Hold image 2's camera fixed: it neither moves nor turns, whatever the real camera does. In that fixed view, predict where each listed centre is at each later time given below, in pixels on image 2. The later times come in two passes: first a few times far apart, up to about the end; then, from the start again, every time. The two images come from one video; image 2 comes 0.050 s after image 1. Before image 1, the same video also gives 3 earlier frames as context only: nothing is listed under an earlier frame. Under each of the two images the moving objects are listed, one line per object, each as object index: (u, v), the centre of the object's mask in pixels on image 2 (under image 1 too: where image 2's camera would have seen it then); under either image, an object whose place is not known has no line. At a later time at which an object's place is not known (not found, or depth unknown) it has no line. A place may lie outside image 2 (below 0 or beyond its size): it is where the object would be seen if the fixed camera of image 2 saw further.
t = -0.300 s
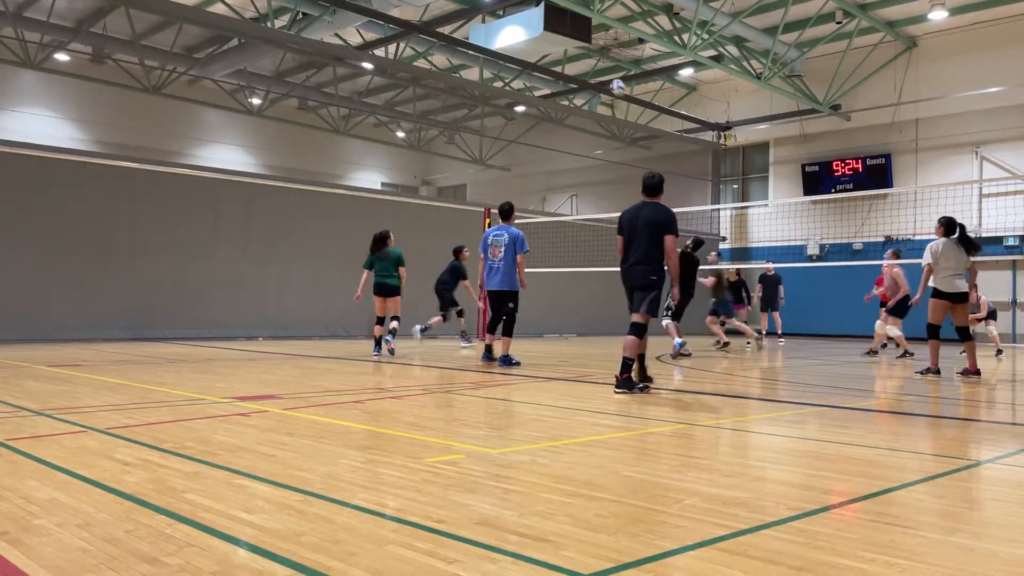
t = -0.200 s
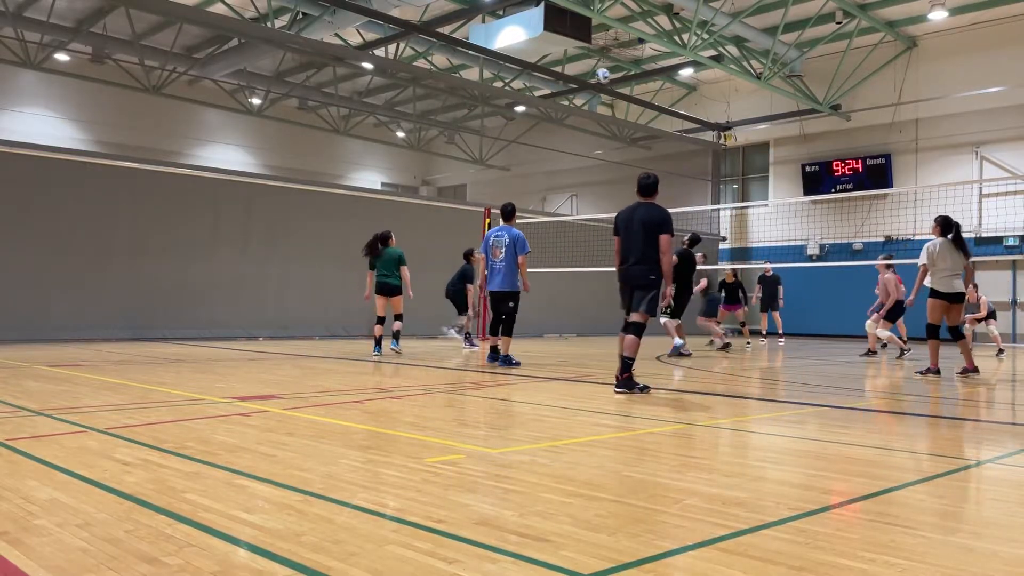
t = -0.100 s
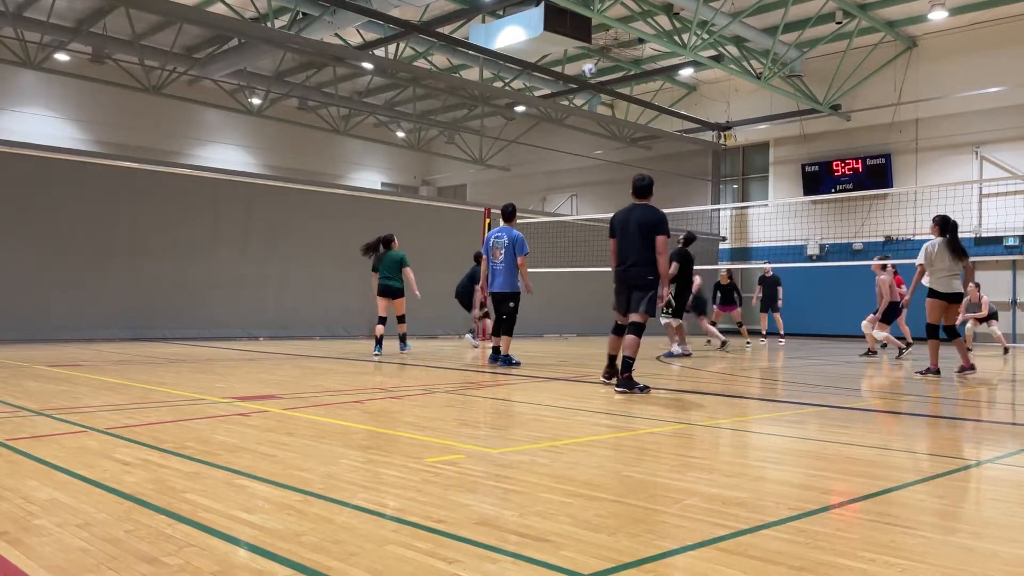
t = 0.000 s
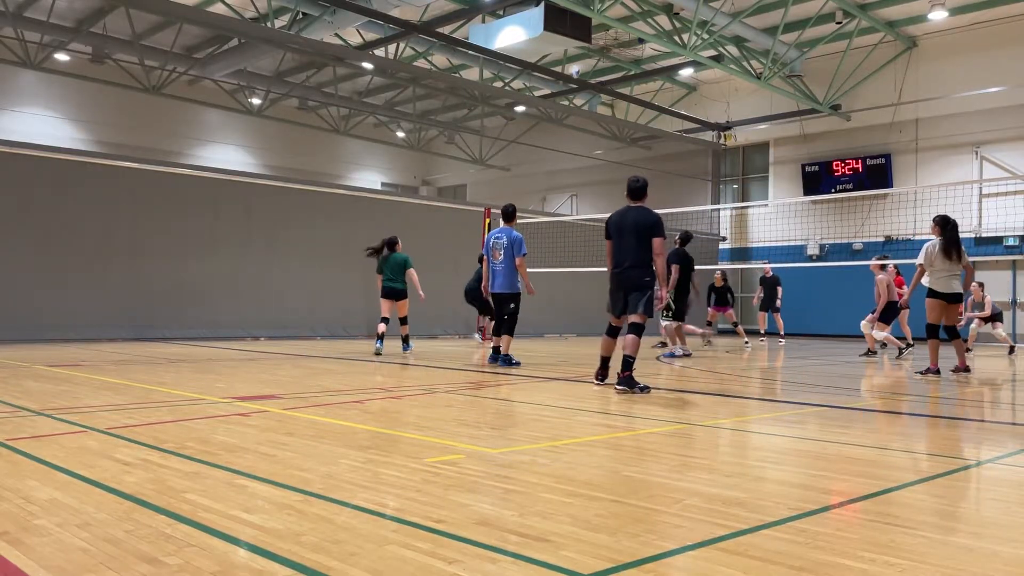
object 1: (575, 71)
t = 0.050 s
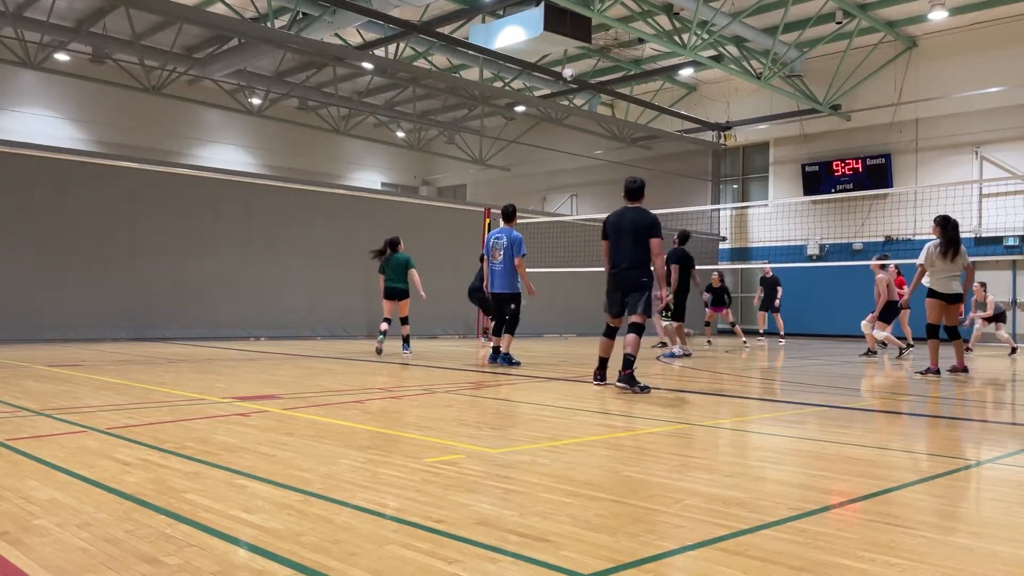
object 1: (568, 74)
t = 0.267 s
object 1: (543, 101)
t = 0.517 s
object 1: (516, 157)
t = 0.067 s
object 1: (566, 75)
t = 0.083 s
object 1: (564, 76)
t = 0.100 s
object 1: (562, 78)
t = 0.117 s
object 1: (561, 79)
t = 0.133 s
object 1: (559, 80)
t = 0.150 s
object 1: (557, 82)
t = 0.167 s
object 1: (555, 84)
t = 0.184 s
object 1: (553, 87)
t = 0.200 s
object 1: (550, 90)
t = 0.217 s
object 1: (549, 91)
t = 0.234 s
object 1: (547, 94)
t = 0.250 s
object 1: (544, 99)
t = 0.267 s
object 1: (543, 101)
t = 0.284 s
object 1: (541, 103)
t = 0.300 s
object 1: (539, 106)
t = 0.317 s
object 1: (538, 108)
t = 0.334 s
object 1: (536, 112)
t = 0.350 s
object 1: (534, 116)
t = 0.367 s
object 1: (532, 118)
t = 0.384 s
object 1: (530, 123)
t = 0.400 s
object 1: (528, 127)
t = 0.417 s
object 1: (527, 131)
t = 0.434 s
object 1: (525, 135)
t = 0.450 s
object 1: (523, 139)
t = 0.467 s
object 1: (521, 143)
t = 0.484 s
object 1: (519, 148)
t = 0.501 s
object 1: (518, 152)
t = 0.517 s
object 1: (516, 157)
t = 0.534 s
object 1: (514, 162)
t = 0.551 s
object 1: (512, 166)
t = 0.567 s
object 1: (511, 170)
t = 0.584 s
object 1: (509, 177)
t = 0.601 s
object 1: (507, 181)
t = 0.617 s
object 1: (505, 187)
